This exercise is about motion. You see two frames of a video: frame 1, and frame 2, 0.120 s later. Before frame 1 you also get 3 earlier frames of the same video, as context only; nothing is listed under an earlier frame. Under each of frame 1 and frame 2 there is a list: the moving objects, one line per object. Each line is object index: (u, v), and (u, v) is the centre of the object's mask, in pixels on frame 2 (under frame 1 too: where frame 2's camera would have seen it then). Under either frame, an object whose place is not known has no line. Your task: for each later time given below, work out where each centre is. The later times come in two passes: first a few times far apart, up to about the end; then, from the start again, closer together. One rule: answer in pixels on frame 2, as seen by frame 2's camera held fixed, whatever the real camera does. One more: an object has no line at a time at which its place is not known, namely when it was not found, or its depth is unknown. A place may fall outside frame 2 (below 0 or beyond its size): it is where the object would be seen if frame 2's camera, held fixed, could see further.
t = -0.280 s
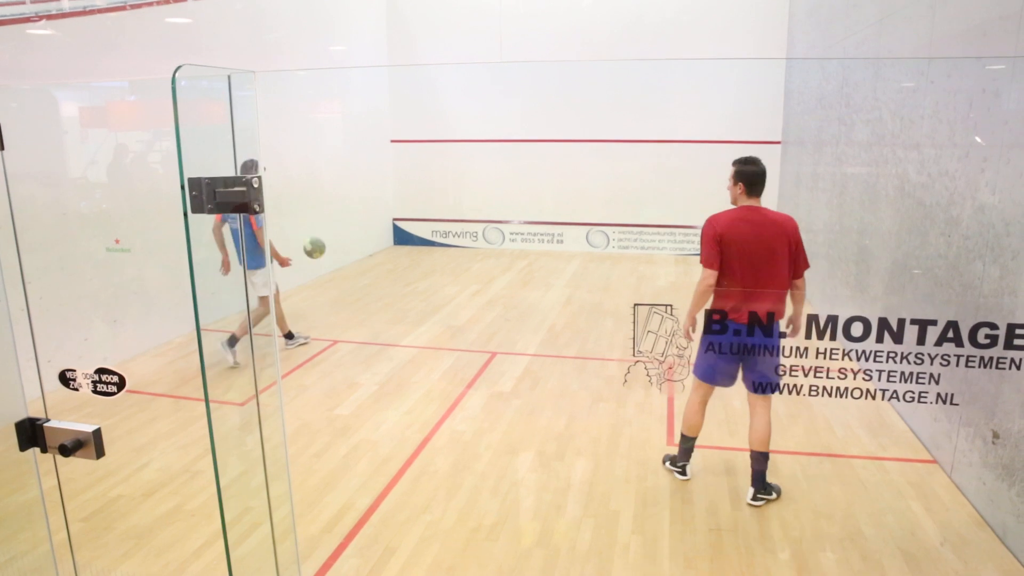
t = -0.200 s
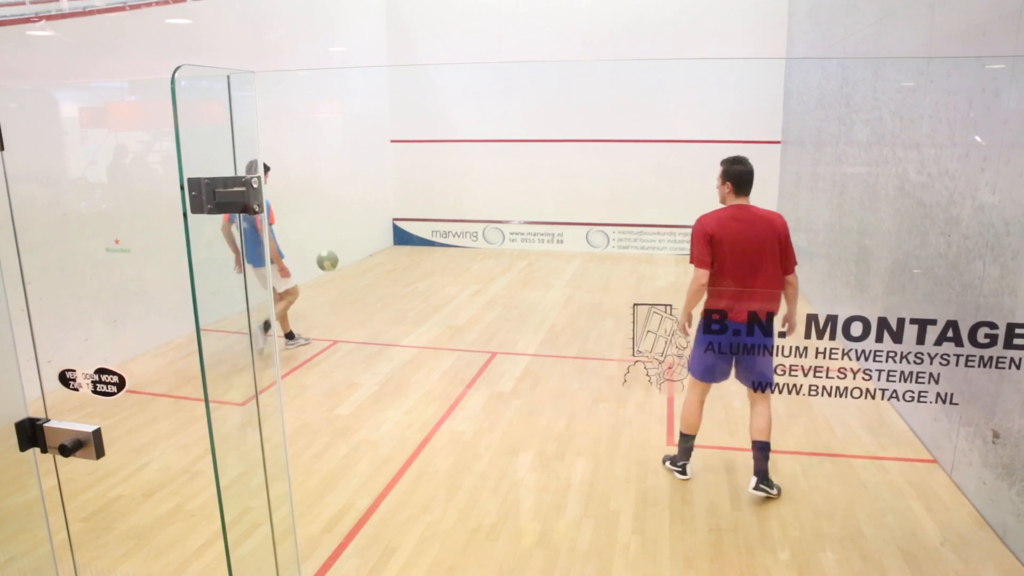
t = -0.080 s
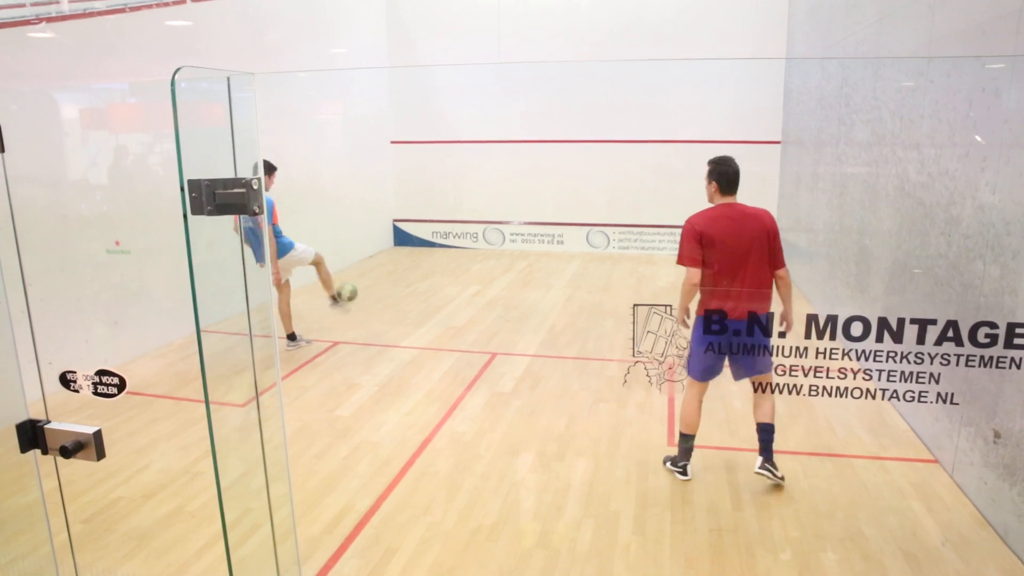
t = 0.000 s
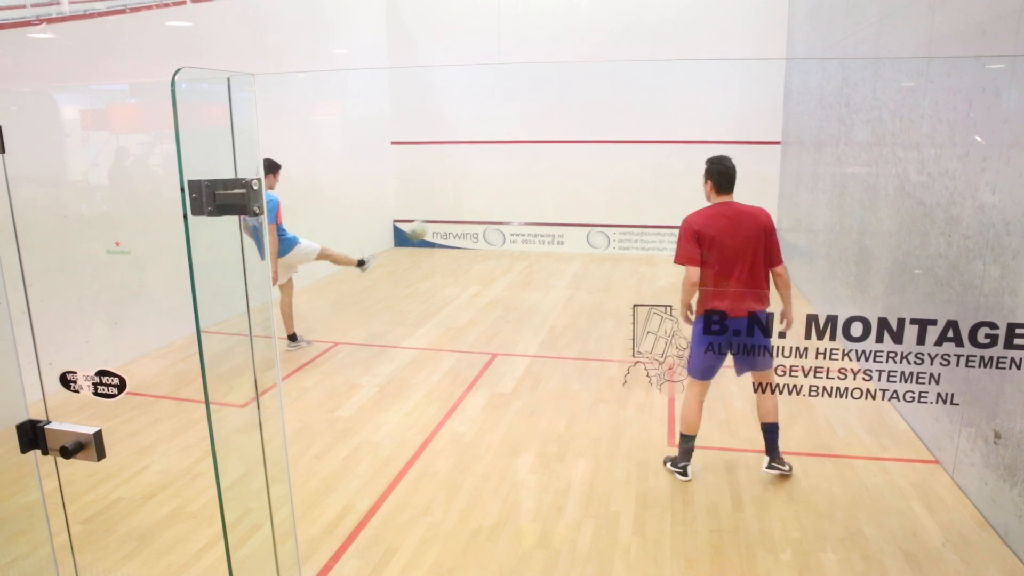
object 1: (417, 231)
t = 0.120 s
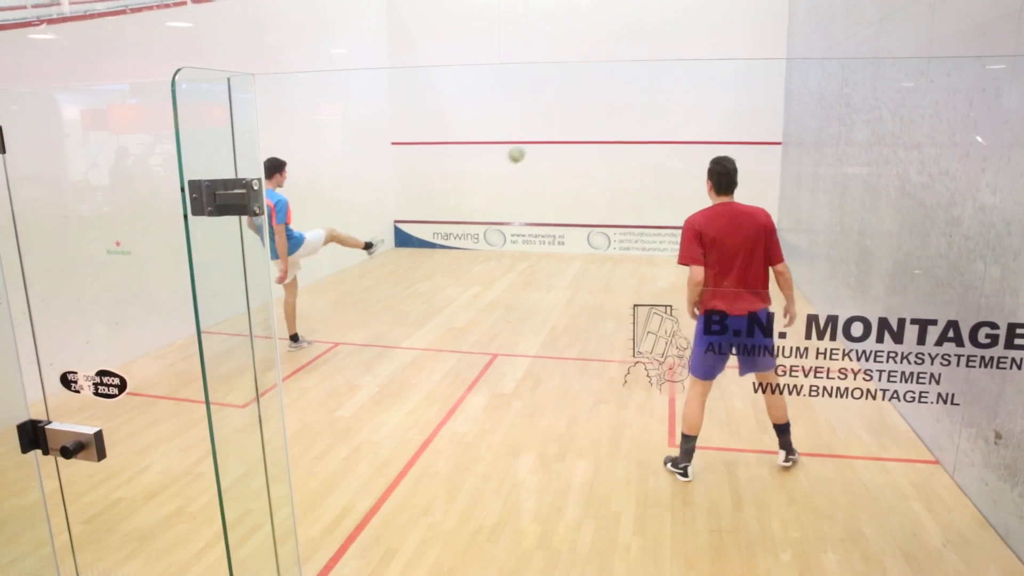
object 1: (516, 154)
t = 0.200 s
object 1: (570, 121)
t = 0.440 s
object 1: (692, 74)
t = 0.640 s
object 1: (750, 61)
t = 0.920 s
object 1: (798, 87)
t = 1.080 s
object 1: (761, 136)
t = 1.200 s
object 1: (730, 198)
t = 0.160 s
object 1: (544, 136)
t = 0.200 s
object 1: (570, 121)
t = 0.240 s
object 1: (594, 108)
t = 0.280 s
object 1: (617, 97)
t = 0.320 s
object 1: (638, 88)
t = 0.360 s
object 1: (657, 82)
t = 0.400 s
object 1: (675, 77)
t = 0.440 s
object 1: (692, 74)
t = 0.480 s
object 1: (703, 70)
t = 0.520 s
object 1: (713, 66)
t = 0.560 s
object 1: (725, 63)
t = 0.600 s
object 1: (737, 62)
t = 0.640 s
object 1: (750, 61)
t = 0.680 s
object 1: (764, 61)
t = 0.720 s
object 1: (778, 63)
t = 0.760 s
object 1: (794, 66)
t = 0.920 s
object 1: (798, 87)
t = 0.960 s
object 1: (788, 96)
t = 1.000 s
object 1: (779, 107)
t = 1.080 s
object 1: (761, 136)
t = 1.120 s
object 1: (751, 153)
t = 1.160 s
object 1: (740, 174)
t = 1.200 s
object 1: (730, 198)
